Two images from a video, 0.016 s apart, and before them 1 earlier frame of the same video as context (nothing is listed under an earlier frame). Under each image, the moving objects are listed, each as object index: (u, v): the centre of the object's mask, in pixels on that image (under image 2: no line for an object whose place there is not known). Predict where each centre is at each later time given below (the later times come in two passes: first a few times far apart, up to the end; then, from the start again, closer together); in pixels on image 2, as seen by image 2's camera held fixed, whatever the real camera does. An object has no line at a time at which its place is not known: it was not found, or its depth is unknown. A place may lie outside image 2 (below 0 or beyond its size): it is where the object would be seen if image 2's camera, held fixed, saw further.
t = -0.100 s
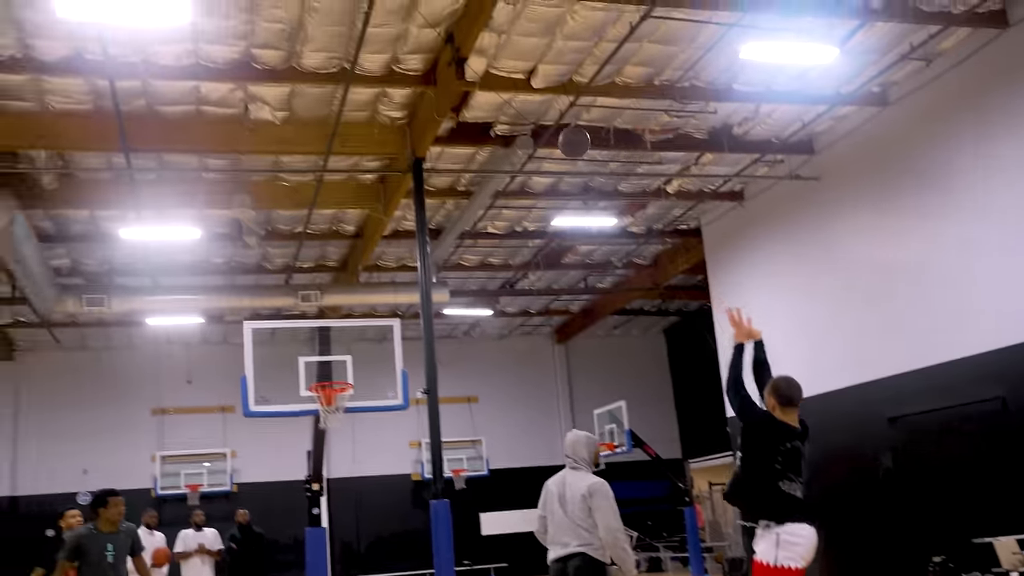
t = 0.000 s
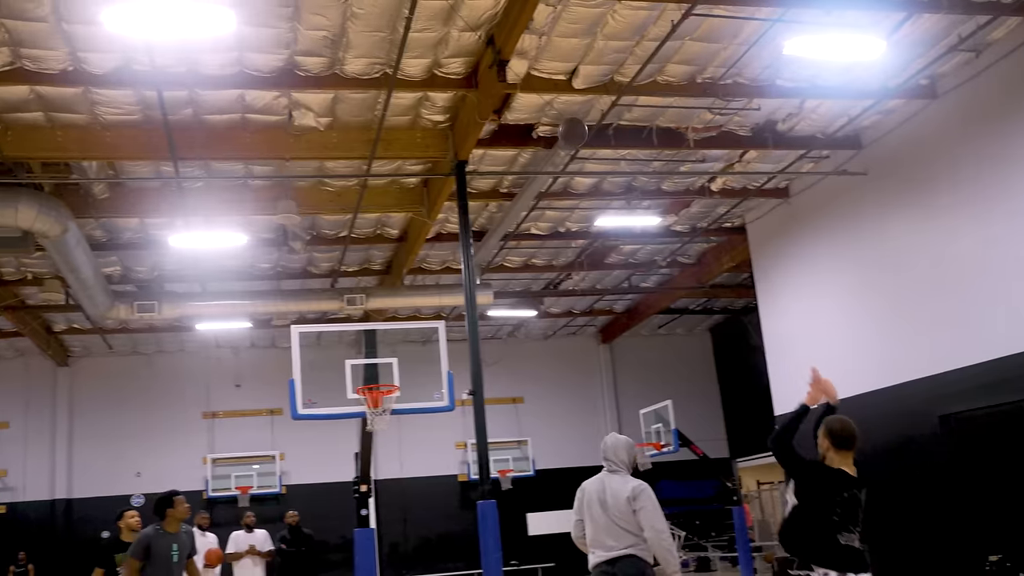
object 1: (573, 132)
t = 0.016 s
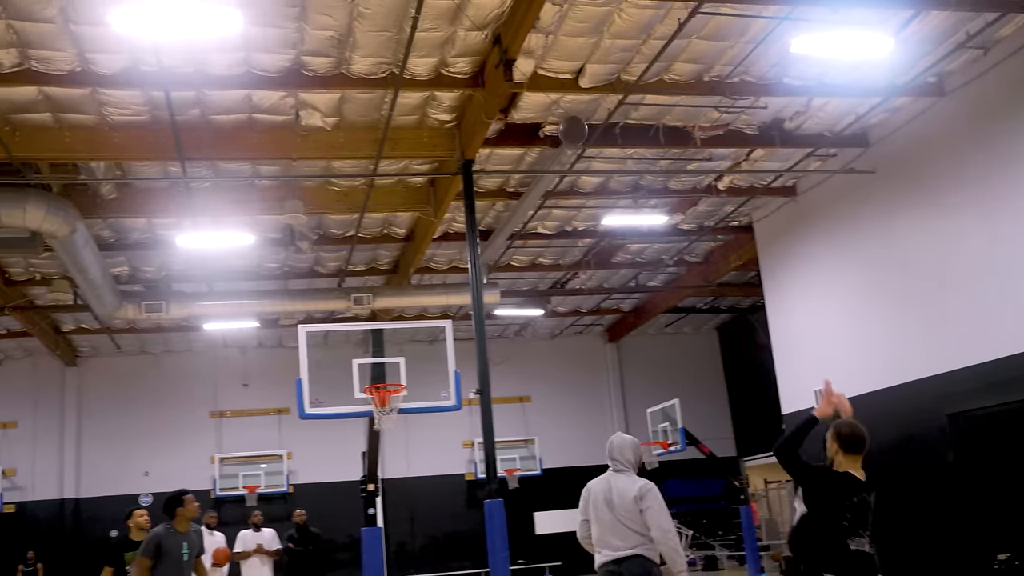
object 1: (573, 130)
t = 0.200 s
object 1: (512, 142)
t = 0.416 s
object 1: (458, 192)
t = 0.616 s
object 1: (419, 263)
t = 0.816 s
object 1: (388, 360)
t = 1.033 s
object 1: (394, 432)
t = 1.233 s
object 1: (410, 503)
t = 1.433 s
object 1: (425, 620)
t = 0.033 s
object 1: (567, 130)
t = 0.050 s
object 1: (560, 131)
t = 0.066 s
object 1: (554, 131)
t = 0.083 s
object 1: (549, 131)
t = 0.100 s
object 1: (543, 132)
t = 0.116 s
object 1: (537, 133)
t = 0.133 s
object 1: (532, 135)
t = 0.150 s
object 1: (527, 136)
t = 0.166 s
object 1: (522, 138)
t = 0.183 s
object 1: (517, 140)
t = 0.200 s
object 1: (512, 142)
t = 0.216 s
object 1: (507, 145)
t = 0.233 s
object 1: (503, 148)
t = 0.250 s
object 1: (498, 151)
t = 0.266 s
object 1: (494, 154)
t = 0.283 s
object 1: (489, 158)
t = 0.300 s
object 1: (486, 161)
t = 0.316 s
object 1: (481, 165)
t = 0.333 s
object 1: (476, 169)
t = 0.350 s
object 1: (473, 173)
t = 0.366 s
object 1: (469, 177)
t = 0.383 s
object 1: (465, 182)
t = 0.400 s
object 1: (462, 186)
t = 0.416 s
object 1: (458, 192)
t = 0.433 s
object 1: (455, 197)
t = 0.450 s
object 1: (451, 202)
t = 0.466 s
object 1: (447, 207)
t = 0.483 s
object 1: (444, 213)
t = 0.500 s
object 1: (441, 219)
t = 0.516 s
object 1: (437, 225)
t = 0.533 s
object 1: (434, 231)
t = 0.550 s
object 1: (431, 238)
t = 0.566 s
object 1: (428, 244)
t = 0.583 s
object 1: (425, 251)
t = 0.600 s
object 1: (422, 257)
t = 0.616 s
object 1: (419, 263)
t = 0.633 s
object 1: (417, 271)
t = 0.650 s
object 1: (414, 278)
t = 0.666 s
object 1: (412, 285)
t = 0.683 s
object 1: (408, 294)
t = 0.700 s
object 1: (407, 301)
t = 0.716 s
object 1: (403, 309)
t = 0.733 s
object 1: (401, 317)
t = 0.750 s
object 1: (398, 325)
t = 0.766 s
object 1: (395, 335)
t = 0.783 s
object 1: (393, 344)
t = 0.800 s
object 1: (390, 351)
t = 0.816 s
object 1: (388, 360)
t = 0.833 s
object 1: (385, 369)
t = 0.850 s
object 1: (383, 375)
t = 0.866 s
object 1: (381, 388)
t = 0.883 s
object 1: (381, 395)
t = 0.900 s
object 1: (382, 399)
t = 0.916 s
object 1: (384, 404)
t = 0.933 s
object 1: (386, 410)
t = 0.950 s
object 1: (387, 415)
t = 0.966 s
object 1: (388, 421)
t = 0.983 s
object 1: (389, 421)
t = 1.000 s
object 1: (391, 424)
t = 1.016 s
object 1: (392, 428)
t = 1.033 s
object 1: (394, 432)
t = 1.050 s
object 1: (395, 436)
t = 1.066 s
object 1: (396, 441)
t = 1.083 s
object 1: (397, 446)
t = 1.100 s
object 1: (399, 451)
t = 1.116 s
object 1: (400, 456)
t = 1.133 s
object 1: (402, 462)
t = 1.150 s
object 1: (403, 468)
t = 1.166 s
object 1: (405, 475)
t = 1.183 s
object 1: (406, 482)
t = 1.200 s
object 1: (407, 488)
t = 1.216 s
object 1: (409, 495)
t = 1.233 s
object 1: (410, 503)
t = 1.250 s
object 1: (412, 510)
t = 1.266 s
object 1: (413, 519)
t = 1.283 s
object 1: (414, 527)
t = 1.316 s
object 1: (416, 545)
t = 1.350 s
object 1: (419, 564)
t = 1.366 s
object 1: (420, 574)
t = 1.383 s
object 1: (421, 585)
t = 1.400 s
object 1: (422, 596)
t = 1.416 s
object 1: (423, 608)
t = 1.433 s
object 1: (425, 620)
